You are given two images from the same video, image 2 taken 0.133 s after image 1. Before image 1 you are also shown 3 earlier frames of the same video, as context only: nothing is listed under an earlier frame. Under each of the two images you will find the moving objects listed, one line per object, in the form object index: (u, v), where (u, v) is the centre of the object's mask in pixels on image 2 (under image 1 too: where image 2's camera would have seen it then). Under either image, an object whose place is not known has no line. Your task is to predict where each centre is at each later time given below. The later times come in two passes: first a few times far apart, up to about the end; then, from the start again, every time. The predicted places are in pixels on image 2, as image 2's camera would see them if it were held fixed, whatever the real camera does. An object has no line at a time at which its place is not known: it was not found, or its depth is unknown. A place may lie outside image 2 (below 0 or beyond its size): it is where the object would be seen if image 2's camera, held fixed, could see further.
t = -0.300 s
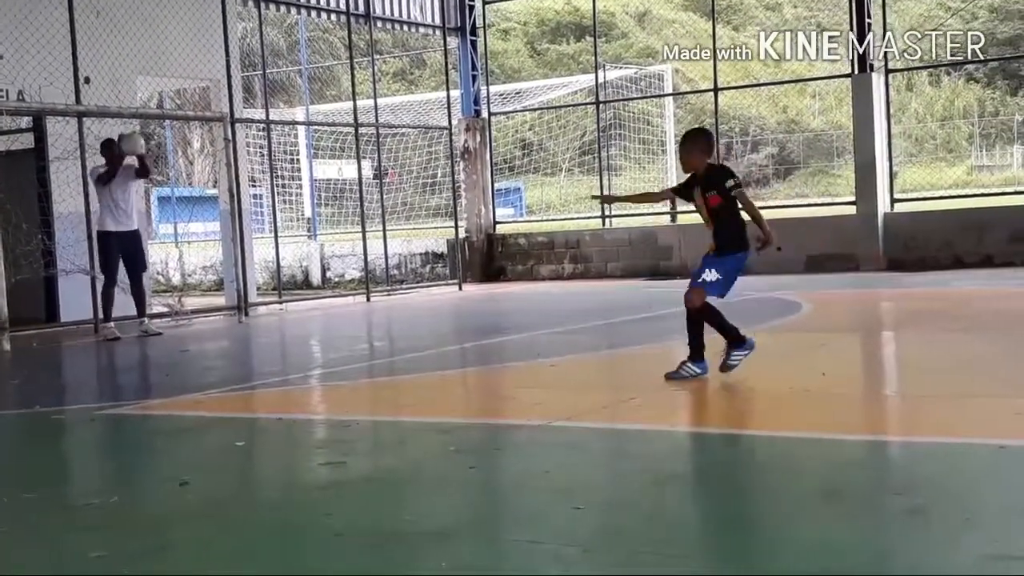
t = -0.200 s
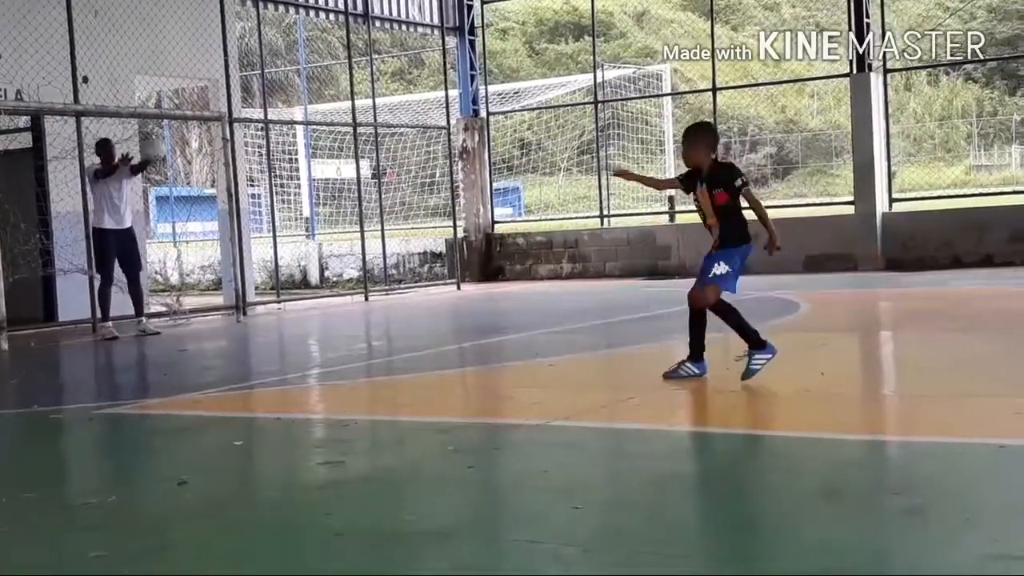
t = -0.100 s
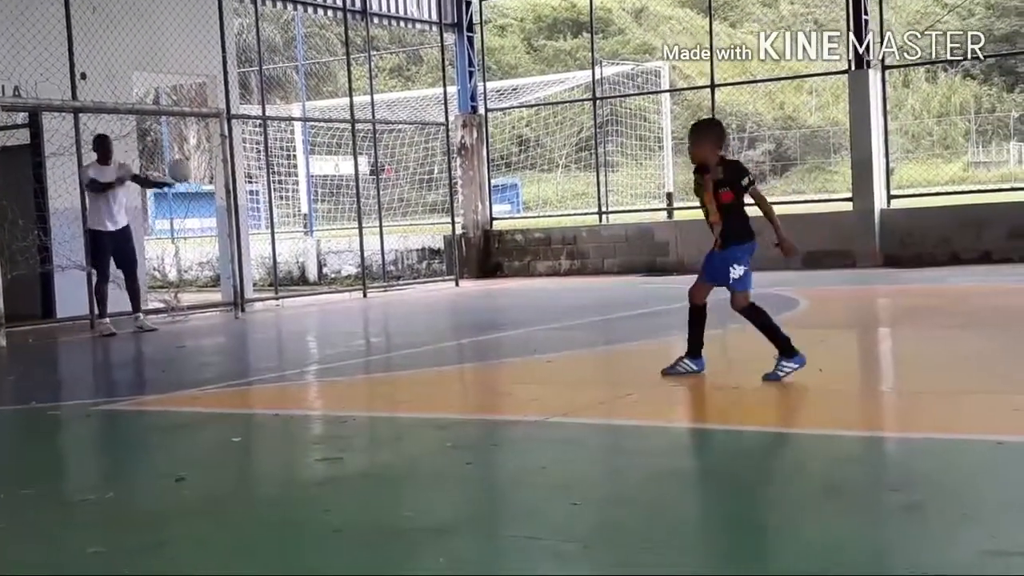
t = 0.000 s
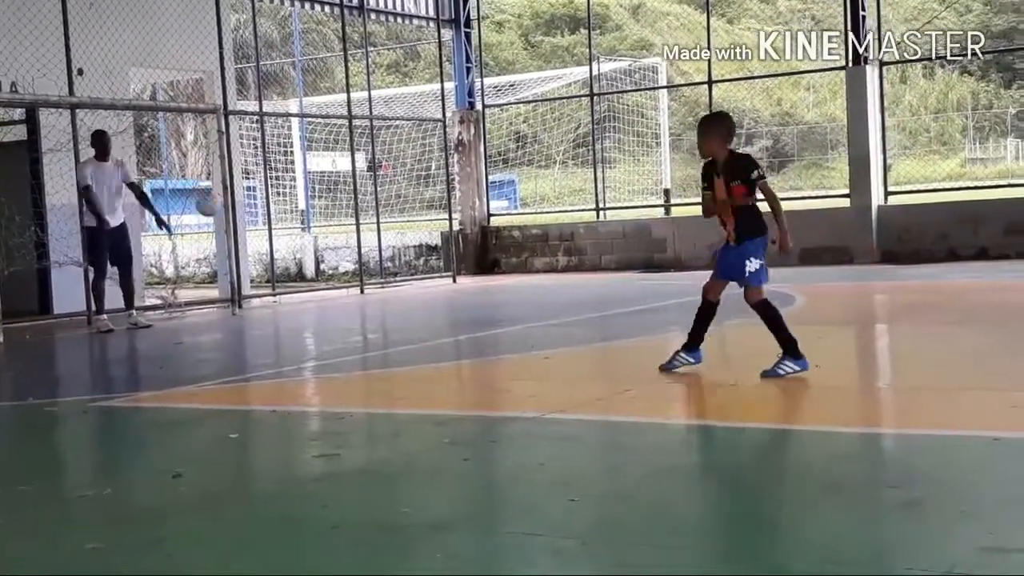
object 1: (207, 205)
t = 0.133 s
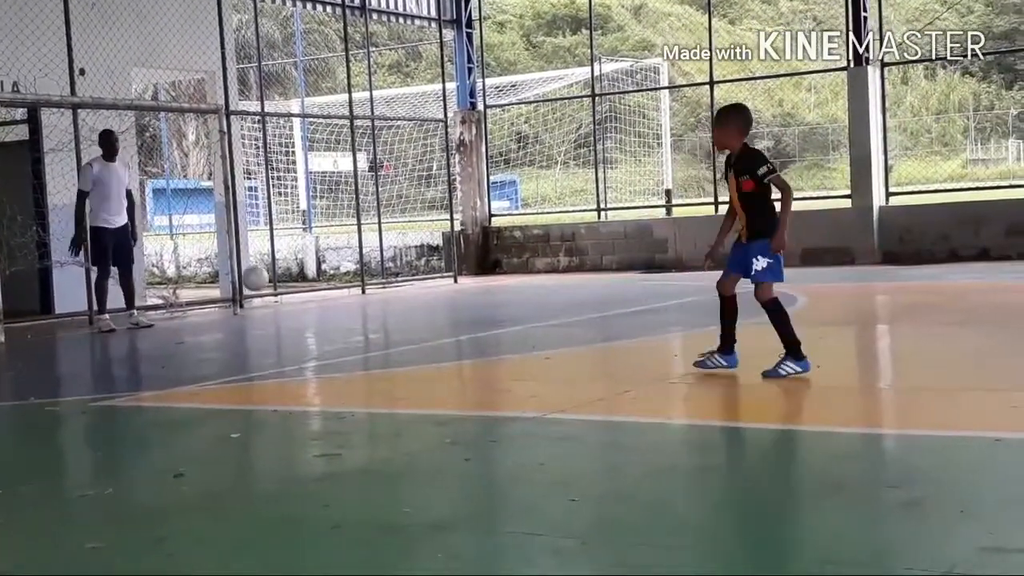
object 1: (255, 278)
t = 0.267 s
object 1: (286, 304)
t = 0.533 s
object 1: (321, 252)
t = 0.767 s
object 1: (359, 285)
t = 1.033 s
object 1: (400, 304)
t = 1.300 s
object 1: (447, 332)
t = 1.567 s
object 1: (494, 338)
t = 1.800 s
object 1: (537, 336)
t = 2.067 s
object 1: (591, 338)
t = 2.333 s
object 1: (649, 340)
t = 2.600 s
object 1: (710, 341)
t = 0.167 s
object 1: (267, 301)
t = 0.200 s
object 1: (278, 327)
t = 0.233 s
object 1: (281, 317)
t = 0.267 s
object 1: (286, 304)
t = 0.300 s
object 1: (291, 293)
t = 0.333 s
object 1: (294, 282)
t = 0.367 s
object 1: (299, 274)
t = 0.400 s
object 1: (303, 268)
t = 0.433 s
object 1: (307, 261)
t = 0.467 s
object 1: (311, 257)
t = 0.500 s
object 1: (316, 253)
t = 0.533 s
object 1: (321, 252)
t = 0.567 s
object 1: (326, 252)
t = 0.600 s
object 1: (331, 255)
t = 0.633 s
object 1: (336, 258)
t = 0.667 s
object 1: (341, 261)
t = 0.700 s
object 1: (347, 268)
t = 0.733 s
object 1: (353, 275)
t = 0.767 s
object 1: (359, 285)
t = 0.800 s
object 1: (363, 296)
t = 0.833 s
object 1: (369, 308)
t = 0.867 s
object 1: (375, 323)
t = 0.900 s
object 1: (381, 327)
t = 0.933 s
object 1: (386, 319)
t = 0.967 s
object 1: (391, 313)
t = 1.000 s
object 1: (395, 307)
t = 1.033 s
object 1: (400, 304)
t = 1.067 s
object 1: (405, 302)
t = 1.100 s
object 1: (410, 301)
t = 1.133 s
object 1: (416, 302)
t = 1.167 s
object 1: (421, 304)
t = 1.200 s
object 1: (427, 308)
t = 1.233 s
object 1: (433, 315)
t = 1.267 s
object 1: (441, 322)
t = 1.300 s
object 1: (447, 332)
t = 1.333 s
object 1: (453, 331)
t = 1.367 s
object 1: (458, 326)
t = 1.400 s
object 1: (464, 324)
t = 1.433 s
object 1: (469, 323)
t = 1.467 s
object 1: (475, 323)
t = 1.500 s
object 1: (481, 326)
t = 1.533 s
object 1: (487, 331)
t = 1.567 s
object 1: (494, 338)
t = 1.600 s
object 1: (500, 333)
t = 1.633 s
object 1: (507, 333)
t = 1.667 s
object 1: (512, 333)
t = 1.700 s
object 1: (519, 336)
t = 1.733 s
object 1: (525, 336)
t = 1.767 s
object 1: (531, 336)
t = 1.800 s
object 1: (537, 336)
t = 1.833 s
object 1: (544, 337)
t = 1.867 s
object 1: (550, 337)
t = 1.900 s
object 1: (557, 337)
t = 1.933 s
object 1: (564, 337)
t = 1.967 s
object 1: (571, 337)
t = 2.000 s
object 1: (577, 337)
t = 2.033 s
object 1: (584, 338)
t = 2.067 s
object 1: (591, 338)
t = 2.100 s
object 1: (598, 339)
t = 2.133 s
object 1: (604, 338)
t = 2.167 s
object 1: (612, 339)
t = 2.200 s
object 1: (619, 339)
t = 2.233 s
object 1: (626, 339)
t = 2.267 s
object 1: (634, 339)
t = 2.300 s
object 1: (641, 340)
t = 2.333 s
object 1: (649, 340)
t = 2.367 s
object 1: (656, 340)
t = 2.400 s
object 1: (664, 341)
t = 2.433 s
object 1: (670, 340)
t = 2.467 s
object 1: (679, 341)
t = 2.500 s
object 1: (686, 341)
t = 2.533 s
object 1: (694, 341)
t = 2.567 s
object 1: (702, 341)
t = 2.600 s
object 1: (710, 341)
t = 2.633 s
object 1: (718, 341)
